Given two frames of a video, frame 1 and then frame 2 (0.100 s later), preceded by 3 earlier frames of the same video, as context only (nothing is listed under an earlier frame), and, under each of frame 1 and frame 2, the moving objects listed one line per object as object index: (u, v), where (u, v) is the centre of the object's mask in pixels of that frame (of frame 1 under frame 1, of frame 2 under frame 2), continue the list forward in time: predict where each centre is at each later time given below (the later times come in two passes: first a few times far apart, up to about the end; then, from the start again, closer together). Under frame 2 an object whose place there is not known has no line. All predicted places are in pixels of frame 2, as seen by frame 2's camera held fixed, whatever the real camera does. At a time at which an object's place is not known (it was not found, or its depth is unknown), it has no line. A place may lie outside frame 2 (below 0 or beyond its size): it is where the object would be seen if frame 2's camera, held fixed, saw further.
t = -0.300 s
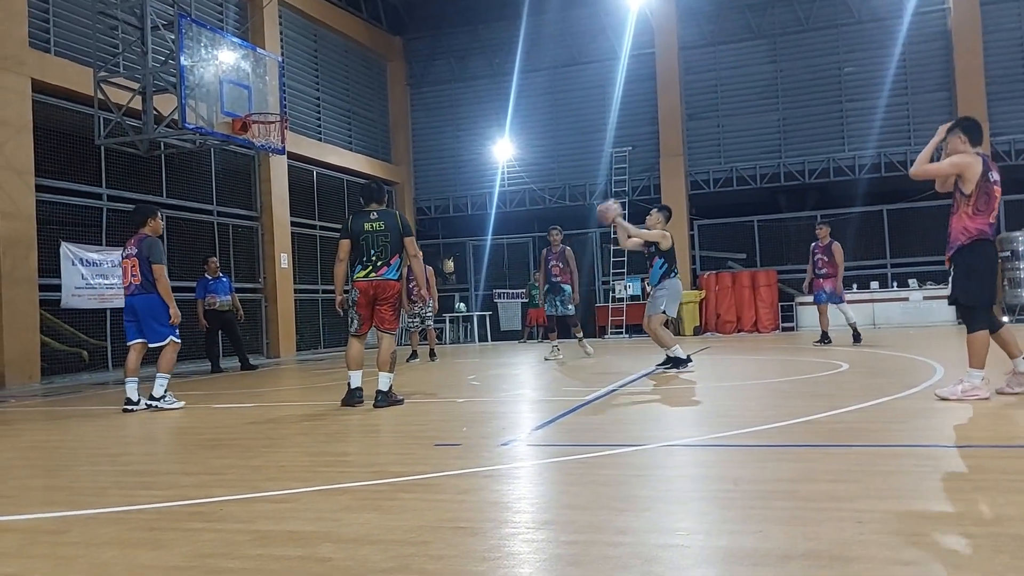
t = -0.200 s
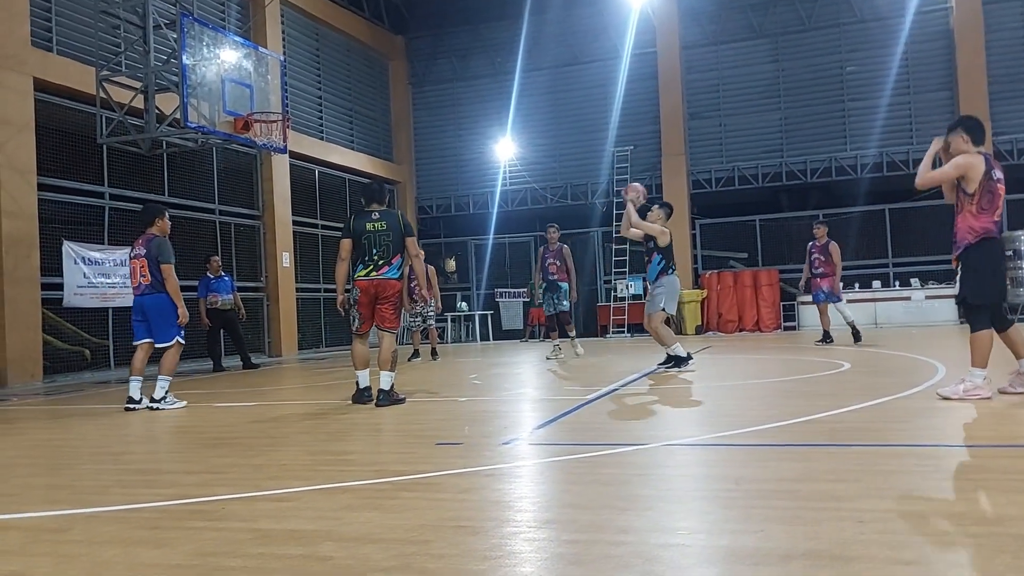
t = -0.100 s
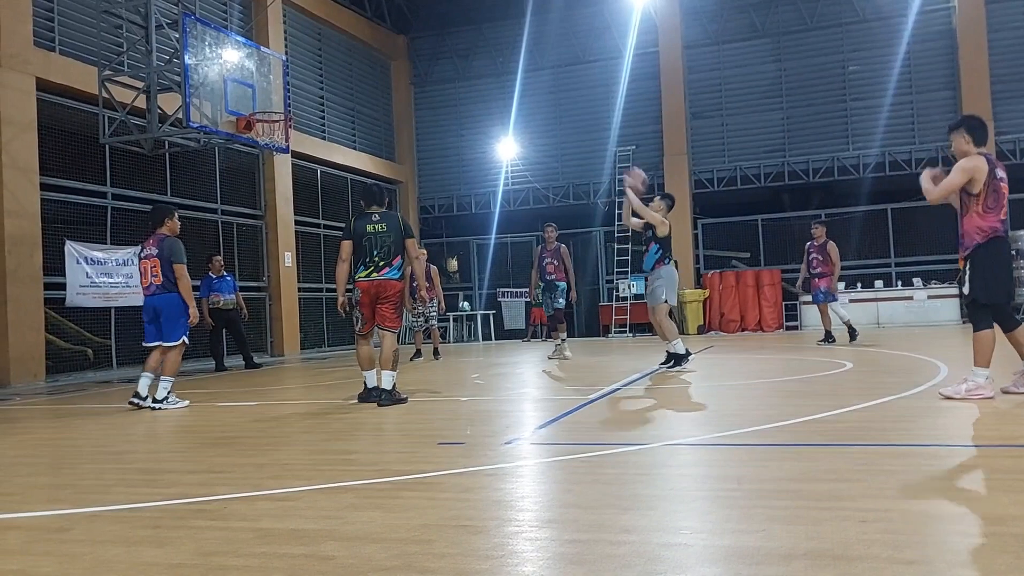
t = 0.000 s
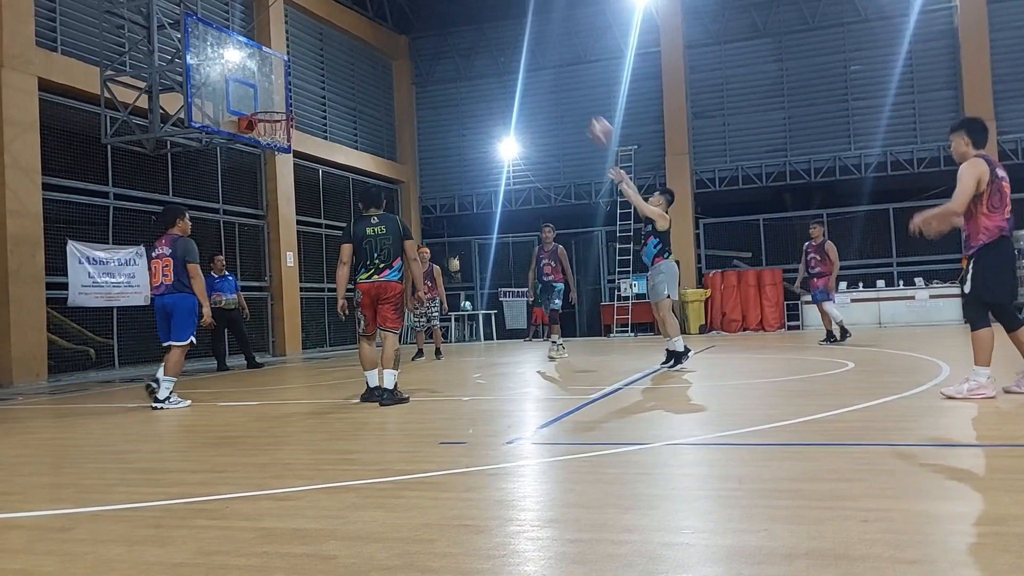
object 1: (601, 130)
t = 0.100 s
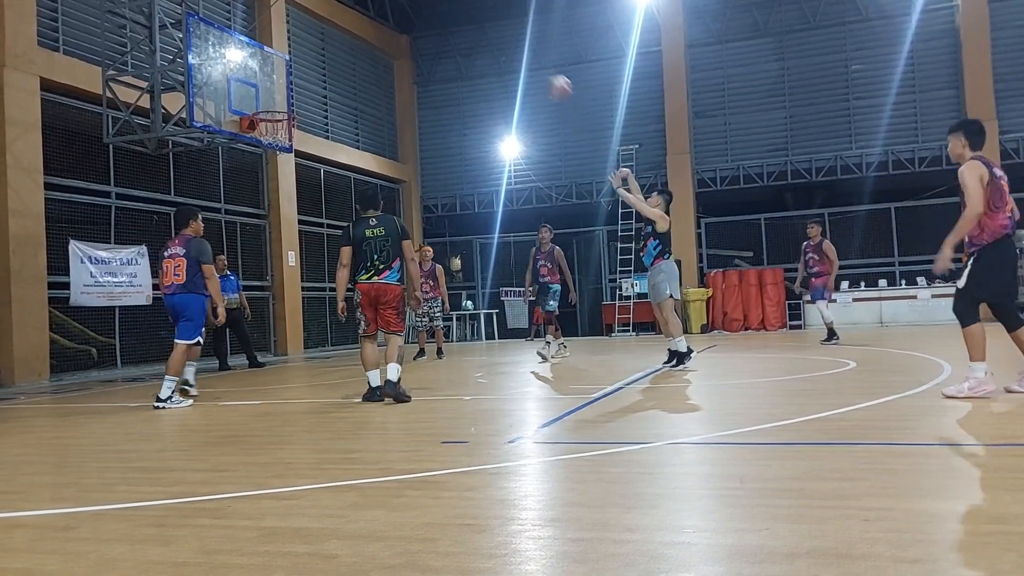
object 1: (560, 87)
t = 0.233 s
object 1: (506, 47)
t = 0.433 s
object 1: (433, 17)
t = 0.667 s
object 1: (357, 30)
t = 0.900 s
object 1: (286, 86)
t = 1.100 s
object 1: (293, 82)
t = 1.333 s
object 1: (348, 65)
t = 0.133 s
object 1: (547, 75)
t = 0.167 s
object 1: (535, 64)
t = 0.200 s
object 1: (519, 54)
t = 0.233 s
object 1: (506, 47)
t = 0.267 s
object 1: (494, 39)
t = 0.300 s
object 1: (480, 33)
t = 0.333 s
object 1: (468, 27)
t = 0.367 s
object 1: (456, 23)
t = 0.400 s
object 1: (444, 19)
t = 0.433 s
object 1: (433, 17)
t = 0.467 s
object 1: (421, 16)
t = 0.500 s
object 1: (410, 16)
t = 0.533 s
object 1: (399, 16)
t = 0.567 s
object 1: (388, 18)
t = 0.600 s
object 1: (378, 20)
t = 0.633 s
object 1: (367, 25)
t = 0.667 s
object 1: (357, 30)
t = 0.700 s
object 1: (346, 35)
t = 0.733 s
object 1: (336, 41)
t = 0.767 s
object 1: (326, 49)
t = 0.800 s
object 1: (316, 57)
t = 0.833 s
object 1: (306, 66)
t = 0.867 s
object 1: (296, 76)
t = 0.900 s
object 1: (286, 86)
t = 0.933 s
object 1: (276, 97)
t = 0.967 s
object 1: (267, 109)
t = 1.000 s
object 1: (271, 104)
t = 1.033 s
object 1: (278, 96)
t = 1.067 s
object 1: (286, 89)
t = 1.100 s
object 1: (293, 82)
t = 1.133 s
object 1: (301, 77)
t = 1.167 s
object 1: (309, 73)
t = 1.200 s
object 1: (316, 69)
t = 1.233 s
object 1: (324, 67)
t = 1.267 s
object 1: (333, 65)
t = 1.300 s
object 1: (340, 65)
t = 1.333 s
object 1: (348, 65)
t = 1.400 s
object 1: (365, 69)
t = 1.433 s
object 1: (374, 73)
